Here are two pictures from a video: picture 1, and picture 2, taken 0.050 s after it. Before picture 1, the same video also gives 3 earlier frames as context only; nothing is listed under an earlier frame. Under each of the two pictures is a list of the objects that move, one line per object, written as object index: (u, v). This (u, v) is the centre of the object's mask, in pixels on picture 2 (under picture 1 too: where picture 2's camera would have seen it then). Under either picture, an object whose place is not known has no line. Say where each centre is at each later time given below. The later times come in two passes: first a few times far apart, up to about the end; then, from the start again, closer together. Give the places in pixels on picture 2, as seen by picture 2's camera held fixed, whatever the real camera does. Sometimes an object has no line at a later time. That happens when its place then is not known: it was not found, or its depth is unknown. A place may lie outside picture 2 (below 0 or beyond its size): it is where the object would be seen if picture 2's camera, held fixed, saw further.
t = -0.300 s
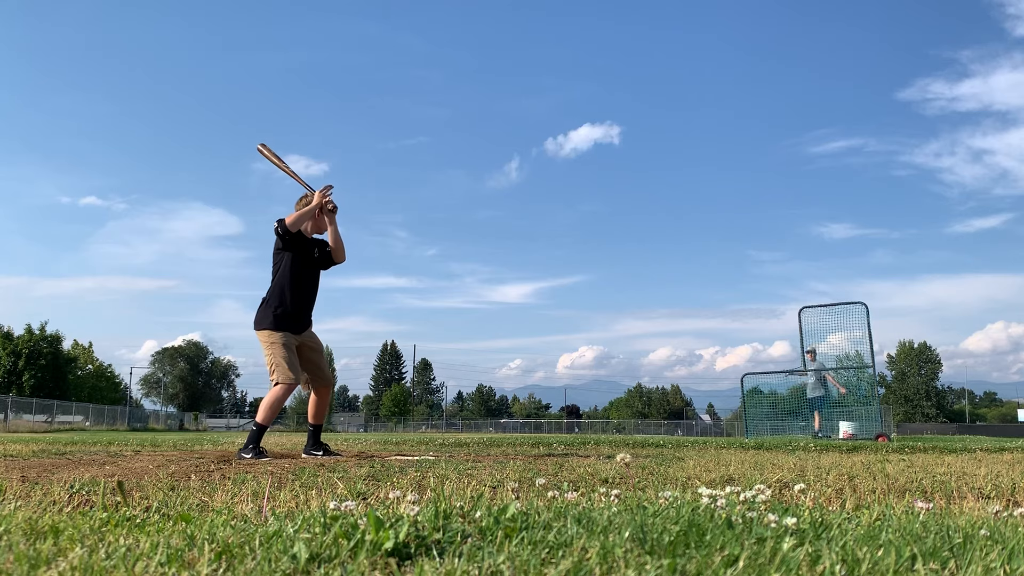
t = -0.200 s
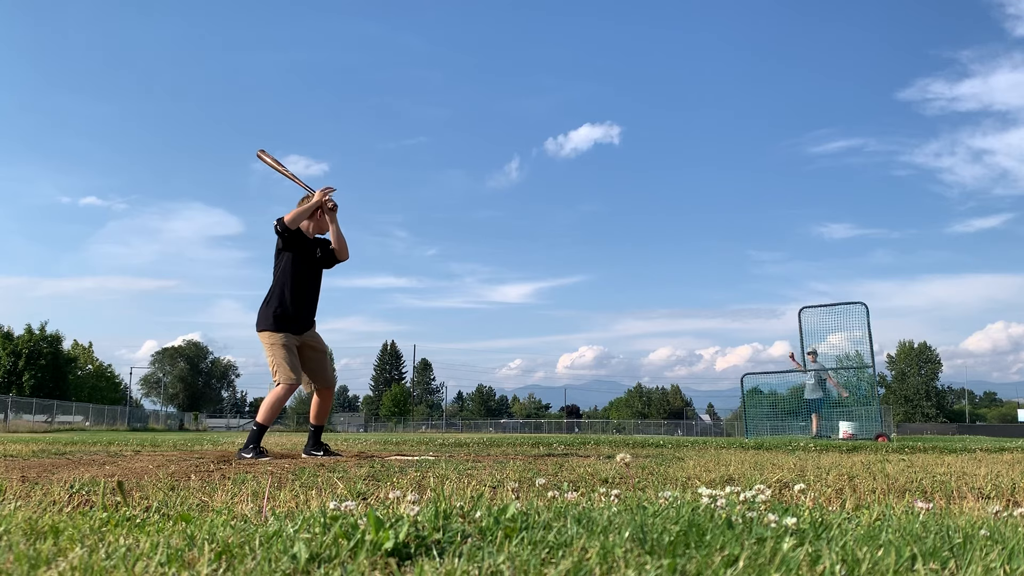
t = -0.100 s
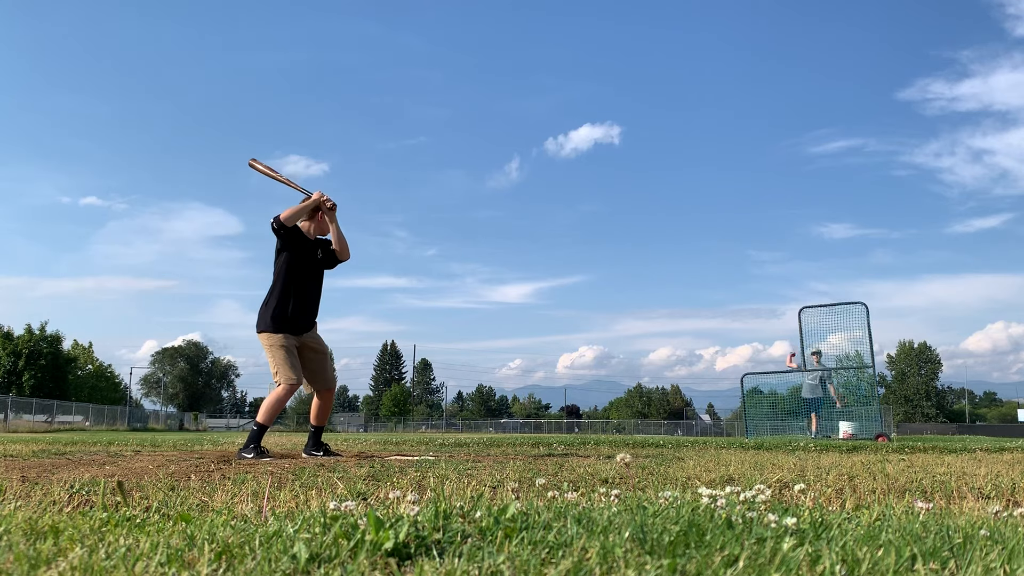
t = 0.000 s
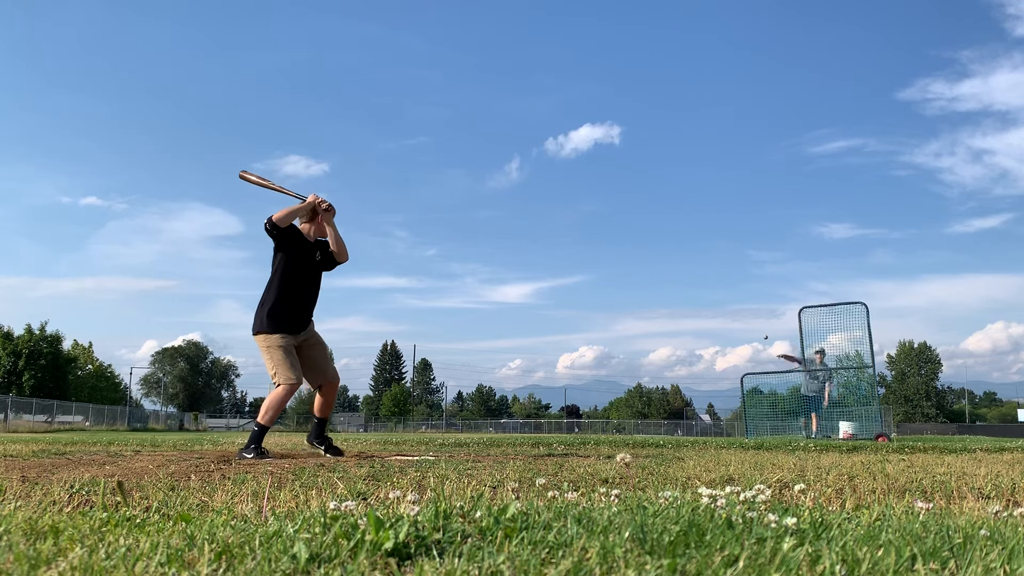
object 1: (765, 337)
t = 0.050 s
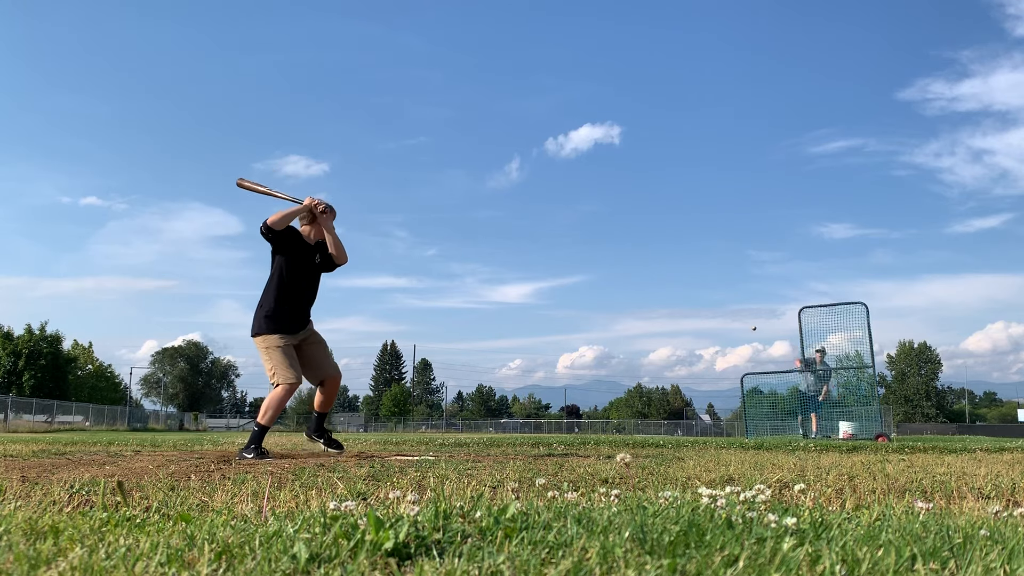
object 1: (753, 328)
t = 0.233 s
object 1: (698, 300)
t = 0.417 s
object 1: (613, 283)
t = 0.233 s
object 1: (698, 300)
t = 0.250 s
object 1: (692, 298)
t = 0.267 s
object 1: (686, 295)
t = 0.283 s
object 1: (679, 294)
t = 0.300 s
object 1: (672, 292)
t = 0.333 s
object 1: (657, 289)
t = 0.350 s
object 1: (649, 287)
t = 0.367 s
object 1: (640, 286)
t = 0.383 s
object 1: (631, 284)
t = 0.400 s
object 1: (622, 284)
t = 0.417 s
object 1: (613, 283)
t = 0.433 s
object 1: (602, 282)
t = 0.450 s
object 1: (591, 282)
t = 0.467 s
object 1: (580, 282)
